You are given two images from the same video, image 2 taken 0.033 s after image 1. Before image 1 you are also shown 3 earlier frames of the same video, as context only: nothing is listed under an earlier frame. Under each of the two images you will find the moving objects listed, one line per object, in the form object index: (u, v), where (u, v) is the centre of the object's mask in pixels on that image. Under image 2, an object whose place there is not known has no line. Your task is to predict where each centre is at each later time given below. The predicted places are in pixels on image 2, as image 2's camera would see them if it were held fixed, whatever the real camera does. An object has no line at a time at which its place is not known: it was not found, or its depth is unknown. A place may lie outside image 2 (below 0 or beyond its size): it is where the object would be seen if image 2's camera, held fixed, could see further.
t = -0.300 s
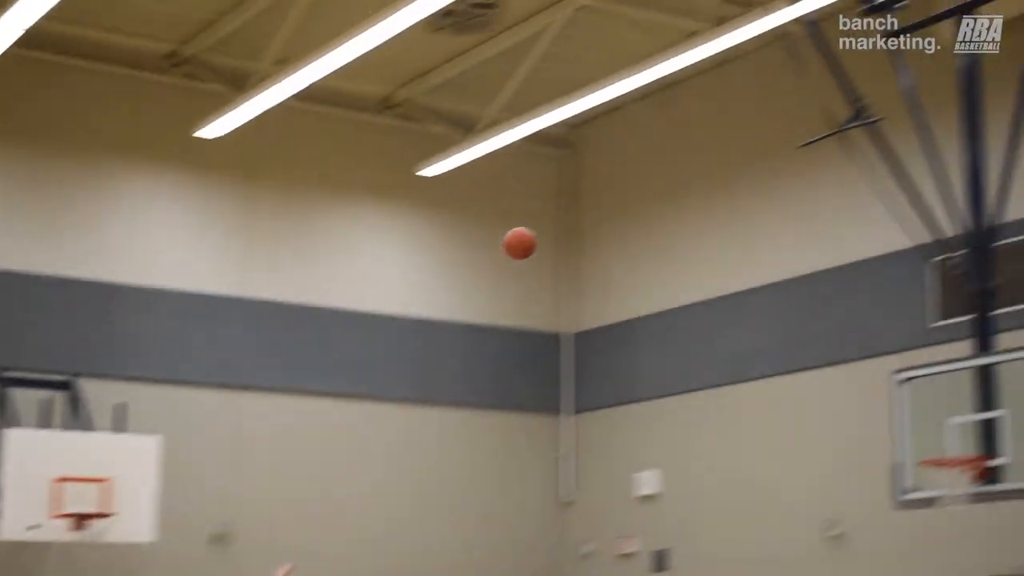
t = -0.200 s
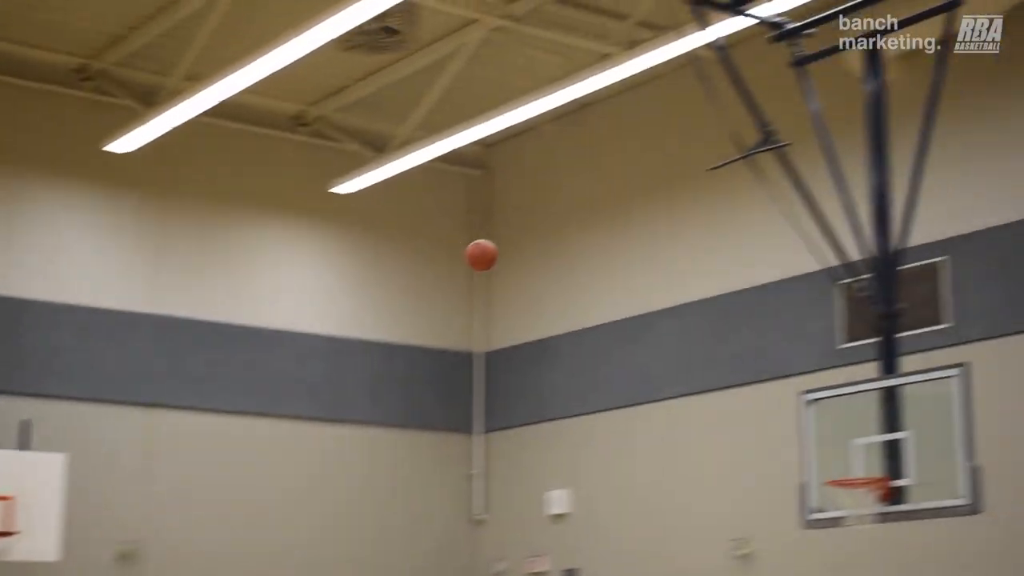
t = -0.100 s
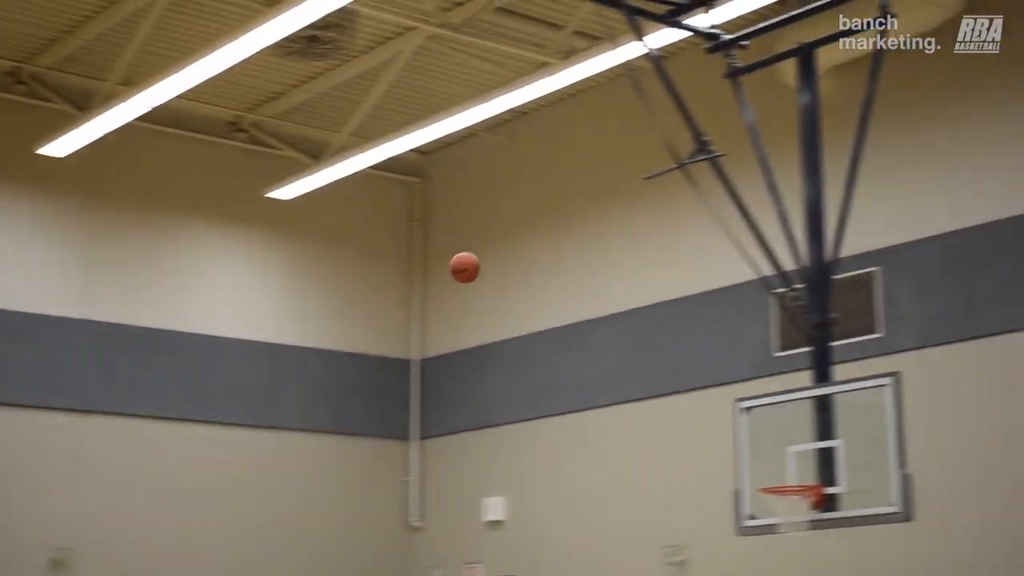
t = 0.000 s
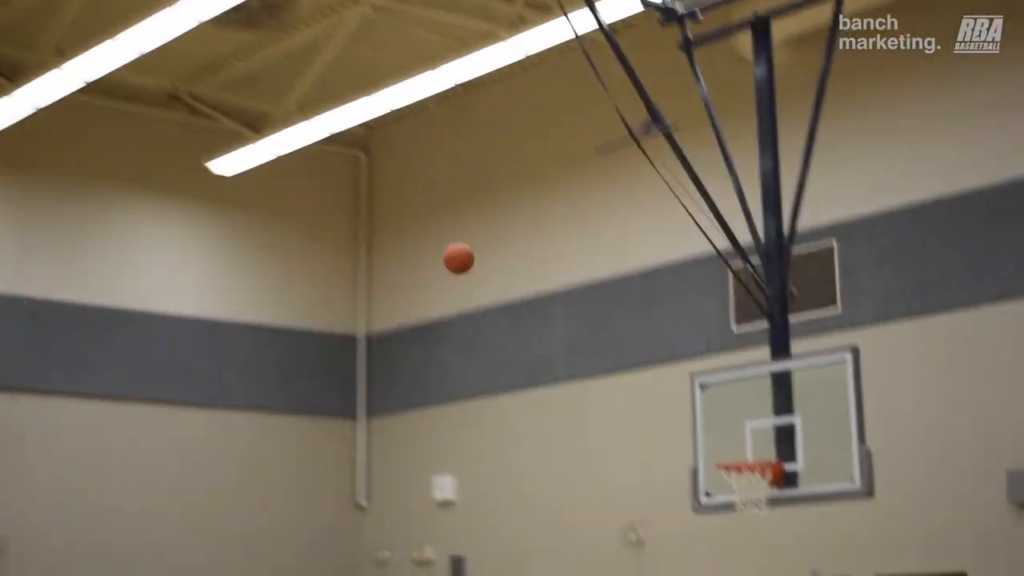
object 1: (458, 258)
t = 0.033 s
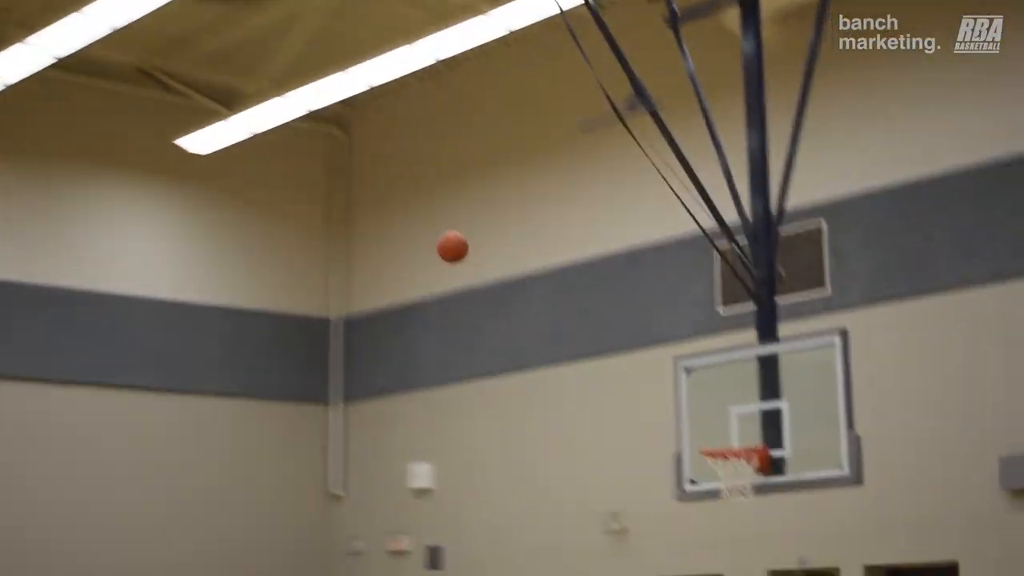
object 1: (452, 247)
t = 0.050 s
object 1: (460, 251)
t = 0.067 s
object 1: (468, 256)
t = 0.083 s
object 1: (475, 261)
